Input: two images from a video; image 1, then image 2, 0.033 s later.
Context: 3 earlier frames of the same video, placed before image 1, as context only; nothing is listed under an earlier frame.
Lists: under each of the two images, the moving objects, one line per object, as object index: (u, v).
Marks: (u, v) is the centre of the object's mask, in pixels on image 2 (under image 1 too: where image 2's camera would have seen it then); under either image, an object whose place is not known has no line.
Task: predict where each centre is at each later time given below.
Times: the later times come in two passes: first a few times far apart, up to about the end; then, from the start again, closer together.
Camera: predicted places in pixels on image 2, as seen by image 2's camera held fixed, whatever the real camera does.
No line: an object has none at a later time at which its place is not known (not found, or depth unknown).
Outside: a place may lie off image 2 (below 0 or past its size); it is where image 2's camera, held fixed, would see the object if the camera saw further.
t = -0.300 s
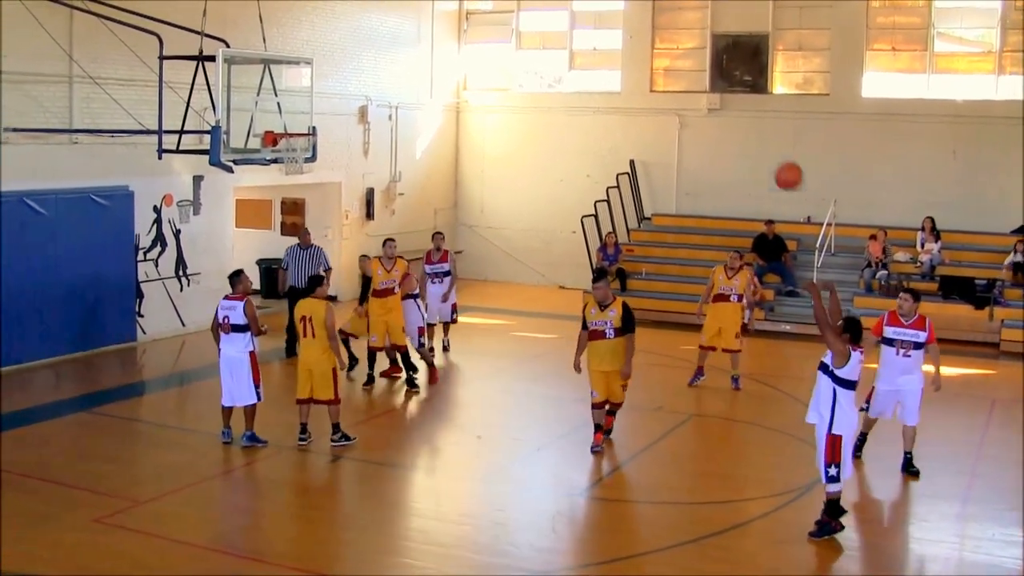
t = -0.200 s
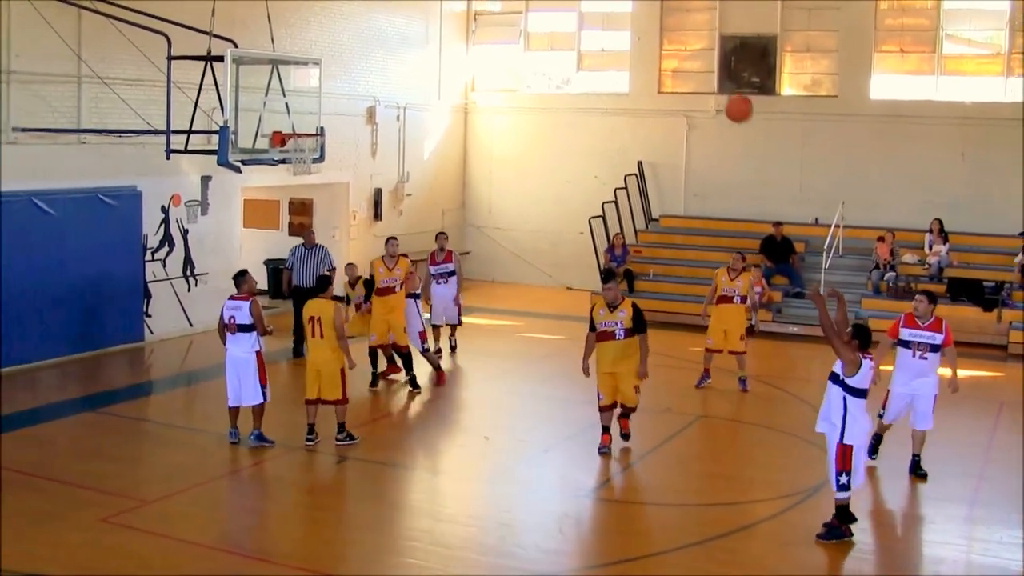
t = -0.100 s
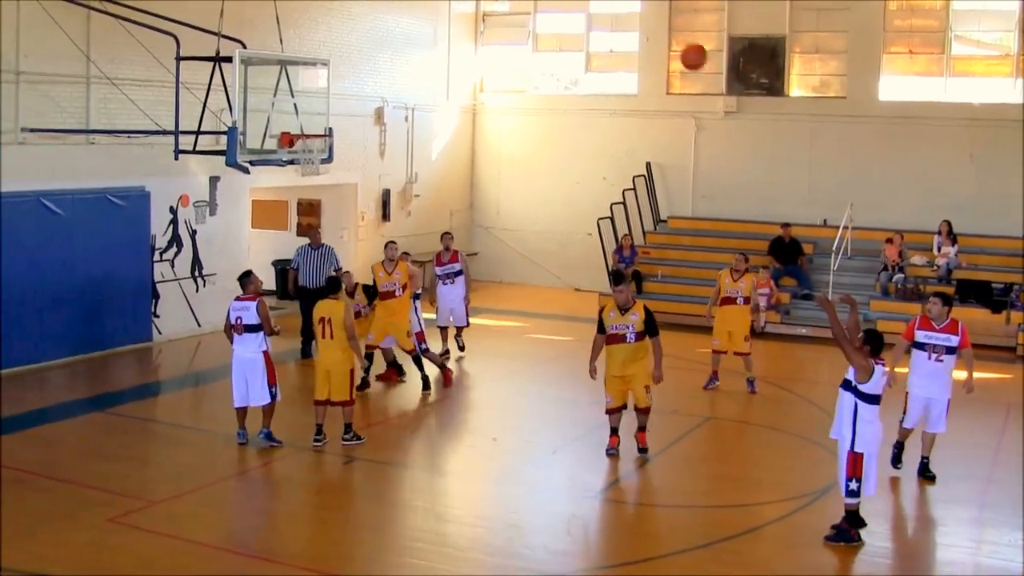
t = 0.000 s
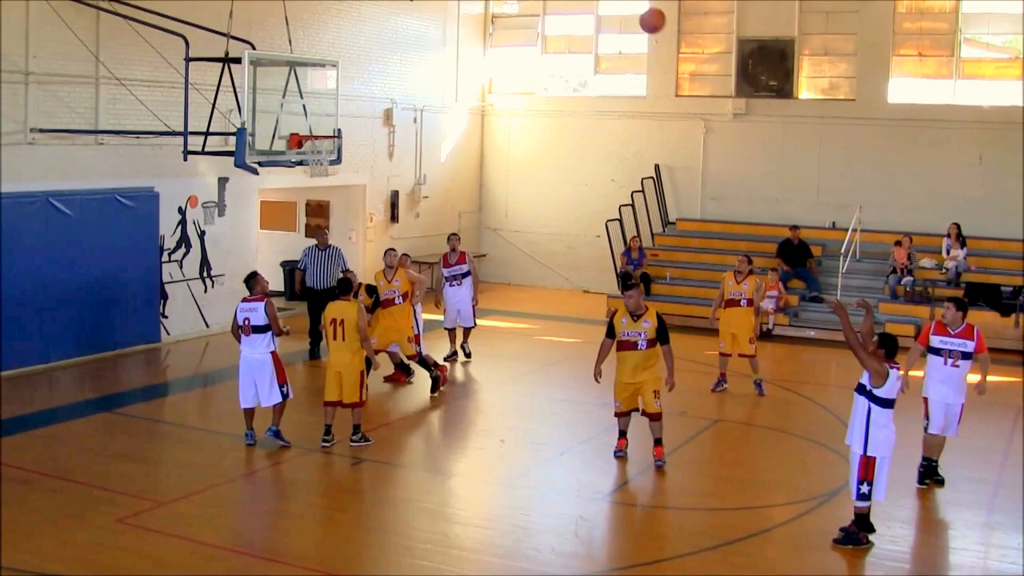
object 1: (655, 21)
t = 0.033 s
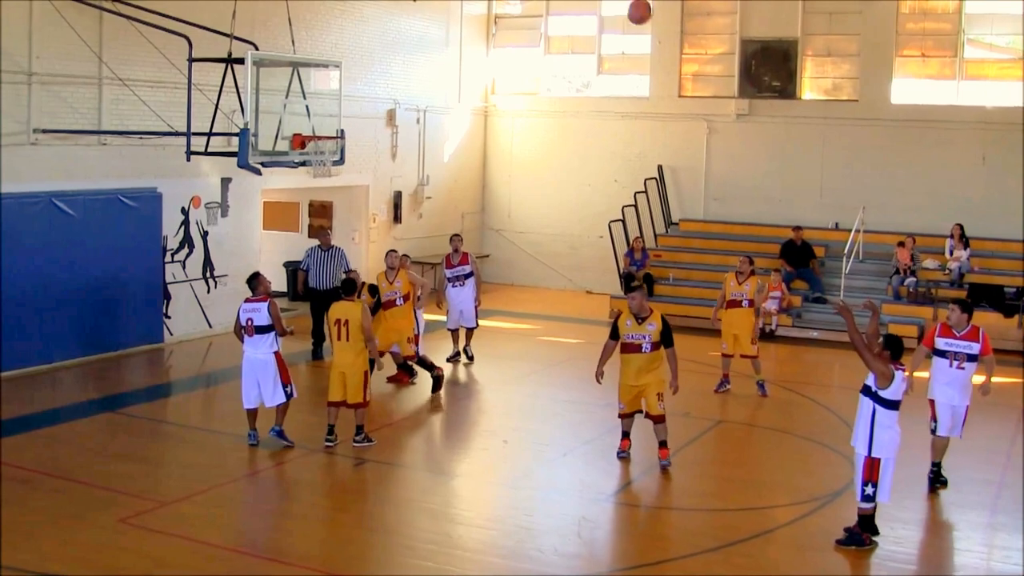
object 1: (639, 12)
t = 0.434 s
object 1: (470, -1)
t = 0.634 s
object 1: (399, 45)
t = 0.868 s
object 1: (327, 137)
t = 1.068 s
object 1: (310, 156)
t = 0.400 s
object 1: (483, -2)
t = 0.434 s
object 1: (470, -1)
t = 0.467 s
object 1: (457, 2)
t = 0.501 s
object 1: (445, 9)
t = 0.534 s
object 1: (434, 16)
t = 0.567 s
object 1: (422, 25)
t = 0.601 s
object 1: (411, 35)
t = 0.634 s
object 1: (399, 45)
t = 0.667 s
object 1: (388, 56)
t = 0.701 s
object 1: (377, 68)
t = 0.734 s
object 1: (367, 81)
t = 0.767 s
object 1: (357, 94)
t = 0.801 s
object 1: (346, 108)
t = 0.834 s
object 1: (337, 123)
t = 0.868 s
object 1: (327, 137)
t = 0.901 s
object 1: (320, 150)
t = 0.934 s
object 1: (316, 153)
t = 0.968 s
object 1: (313, 154)
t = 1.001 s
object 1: (312, 154)
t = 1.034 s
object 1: (311, 155)
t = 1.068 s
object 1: (310, 156)
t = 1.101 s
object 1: (310, 158)
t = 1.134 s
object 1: (310, 162)
